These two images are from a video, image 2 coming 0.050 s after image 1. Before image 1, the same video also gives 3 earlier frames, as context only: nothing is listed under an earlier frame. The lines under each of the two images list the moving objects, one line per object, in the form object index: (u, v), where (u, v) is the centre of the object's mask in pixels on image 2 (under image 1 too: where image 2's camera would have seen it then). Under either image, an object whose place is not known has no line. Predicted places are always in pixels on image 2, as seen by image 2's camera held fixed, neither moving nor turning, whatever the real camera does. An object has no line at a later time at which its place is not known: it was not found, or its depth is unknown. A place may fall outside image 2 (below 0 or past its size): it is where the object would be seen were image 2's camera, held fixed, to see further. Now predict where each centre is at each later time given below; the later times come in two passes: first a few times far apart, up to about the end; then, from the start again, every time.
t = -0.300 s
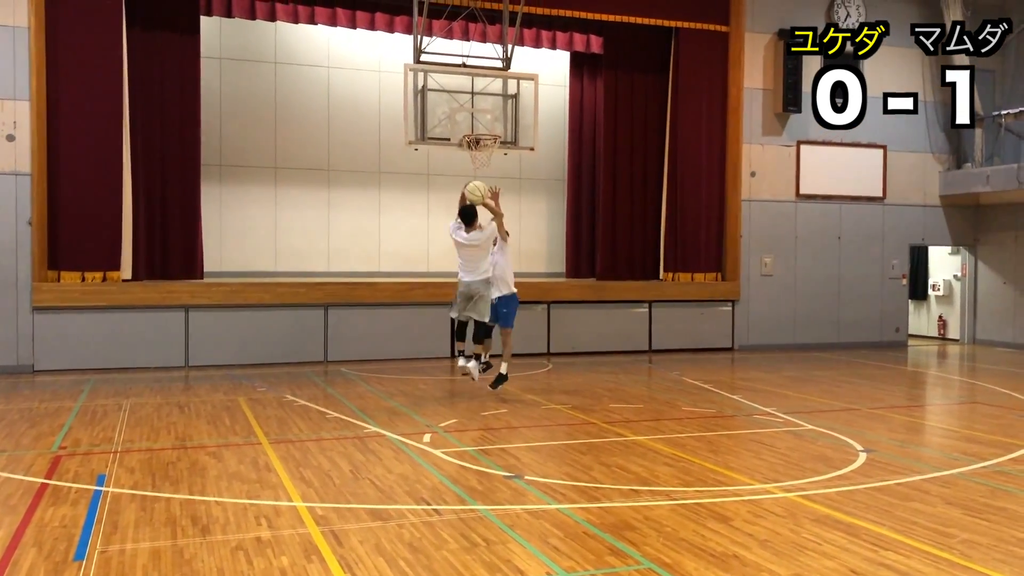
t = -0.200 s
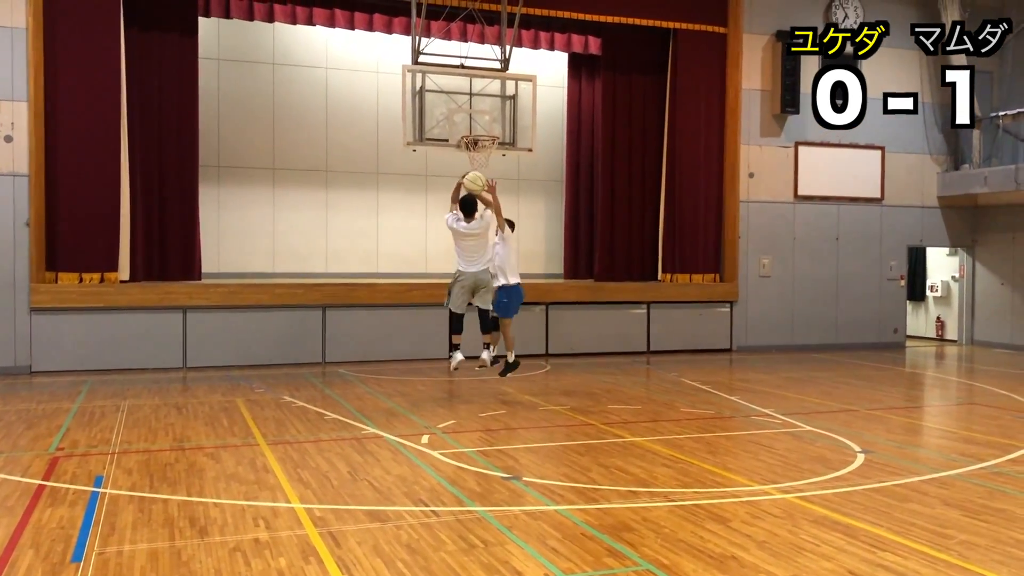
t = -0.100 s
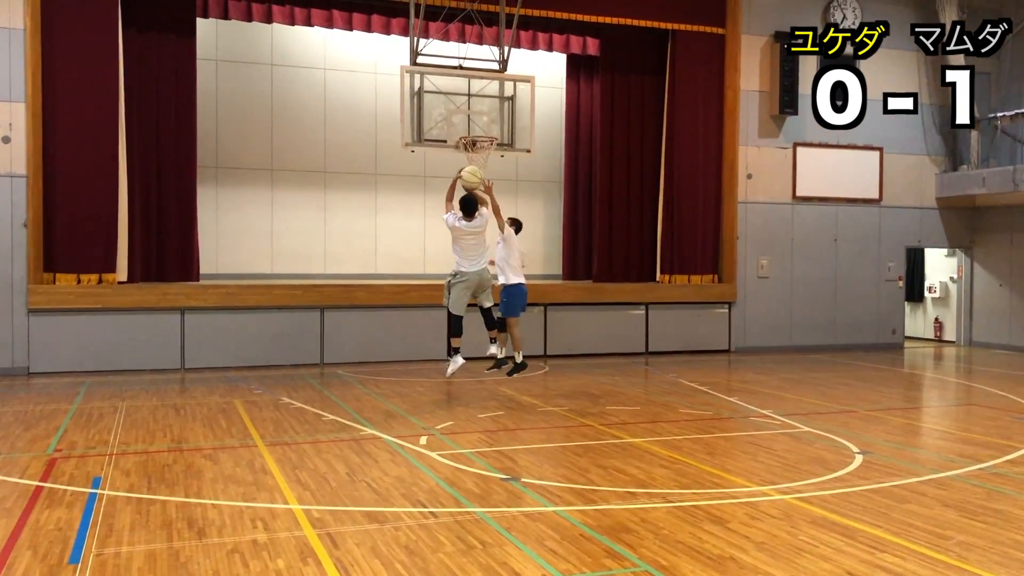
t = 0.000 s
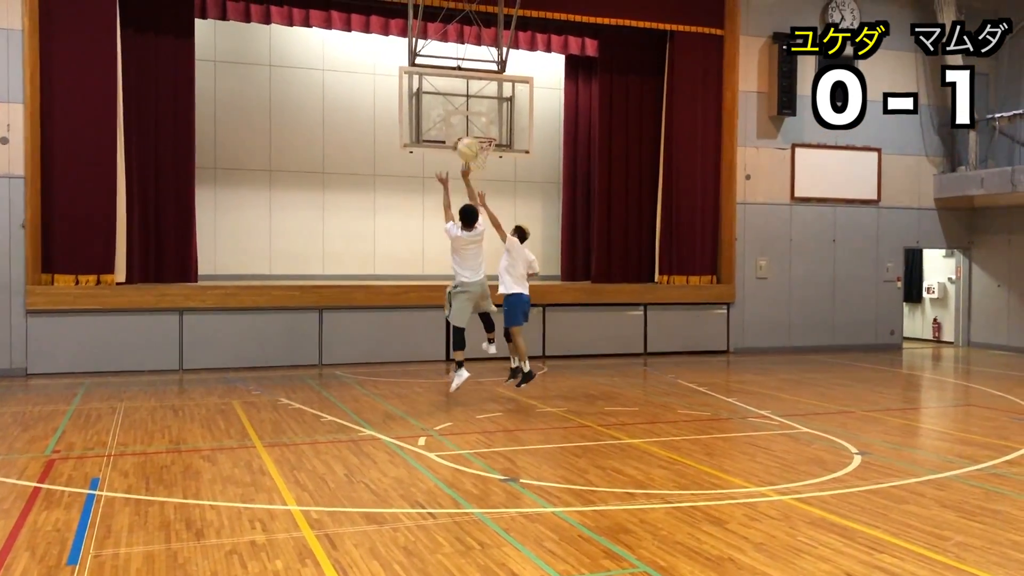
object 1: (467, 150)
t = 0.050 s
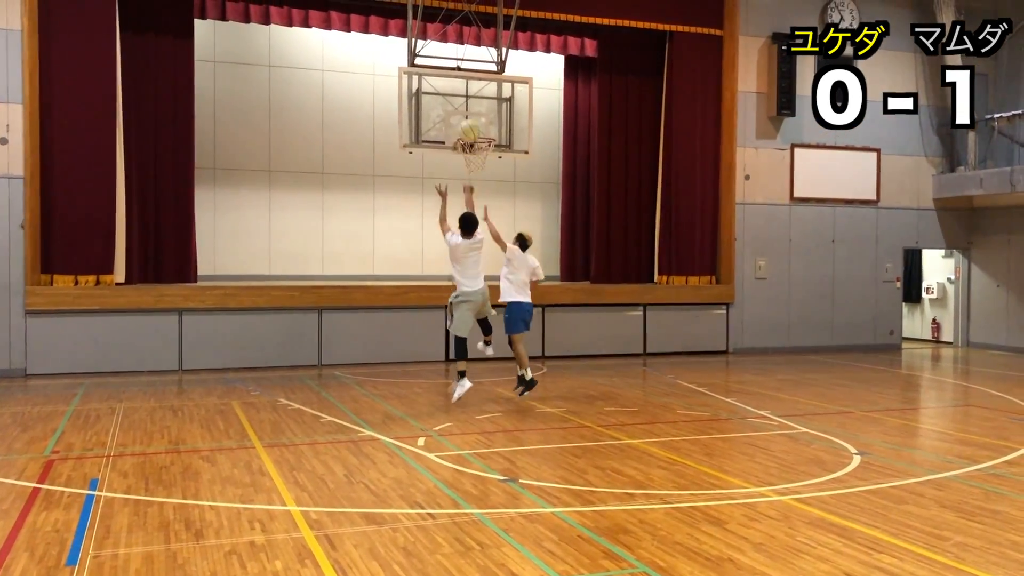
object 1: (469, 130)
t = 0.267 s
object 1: (474, 83)
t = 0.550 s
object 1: (481, 84)
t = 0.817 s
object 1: (483, 128)
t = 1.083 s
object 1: (461, 98)
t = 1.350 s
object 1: (437, 119)
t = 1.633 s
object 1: (412, 205)
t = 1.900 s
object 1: (387, 343)
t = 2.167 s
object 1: (371, 301)
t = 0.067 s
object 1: (471, 126)
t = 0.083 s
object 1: (470, 121)
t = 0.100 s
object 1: (470, 116)
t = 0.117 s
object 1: (471, 112)
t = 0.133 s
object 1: (472, 107)
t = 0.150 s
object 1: (472, 104)
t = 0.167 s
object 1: (472, 100)
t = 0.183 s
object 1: (473, 97)
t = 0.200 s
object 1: (473, 94)
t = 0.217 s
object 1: (473, 90)
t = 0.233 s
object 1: (473, 87)
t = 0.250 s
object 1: (474, 85)
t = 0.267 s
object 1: (474, 83)
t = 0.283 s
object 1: (475, 81)
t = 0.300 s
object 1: (475, 79)
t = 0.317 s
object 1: (475, 78)
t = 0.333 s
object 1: (476, 77)
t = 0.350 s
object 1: (476, 77)
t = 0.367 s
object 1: (476, 76)
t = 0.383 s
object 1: (477, 76)
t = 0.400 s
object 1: (477, 75)
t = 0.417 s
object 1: (478, 76)
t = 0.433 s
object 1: (478, 76)
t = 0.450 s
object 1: (479, 77)
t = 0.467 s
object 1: (479, 78)
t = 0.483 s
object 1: (479, 78)
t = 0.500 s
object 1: (480, 79)
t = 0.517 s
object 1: (480, 81)
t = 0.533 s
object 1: (480, 83)
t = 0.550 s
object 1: (481, 84)
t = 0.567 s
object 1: (481, 87)
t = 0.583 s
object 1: (482, 89)
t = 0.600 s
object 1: (482, 93)
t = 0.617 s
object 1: (482, 95)
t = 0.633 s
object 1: (482, 98)
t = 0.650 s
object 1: (483, 101)
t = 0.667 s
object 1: (483, 104)
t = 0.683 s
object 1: (484, 108)
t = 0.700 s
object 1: (484, 112)
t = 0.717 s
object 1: (484, 115)
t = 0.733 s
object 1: (485, 119)
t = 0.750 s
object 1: (485, 123)
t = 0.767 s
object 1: (485, 127)
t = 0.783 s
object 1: (485, 130)
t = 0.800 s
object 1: (485, 129)
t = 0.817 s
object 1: (483, 128)
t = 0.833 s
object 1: (482, 125)
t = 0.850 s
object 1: (481, 122)
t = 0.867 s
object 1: (479, 119)
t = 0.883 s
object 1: (477, 116)
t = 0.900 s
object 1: (476, 113)
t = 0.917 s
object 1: (475, 111)
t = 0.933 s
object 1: (474, 108)
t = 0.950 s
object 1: (472, 106)
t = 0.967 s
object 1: (471, 104)
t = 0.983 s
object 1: (469, 102)
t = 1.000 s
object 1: (468, 101)
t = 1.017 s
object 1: (466, 100)
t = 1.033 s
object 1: (465, 99)
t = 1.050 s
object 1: (464, 98)
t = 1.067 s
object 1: (462, 97)
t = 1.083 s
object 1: (461, 98)
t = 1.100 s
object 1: (459, 97)
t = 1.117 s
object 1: (458, 97)
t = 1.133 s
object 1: (456, 97)
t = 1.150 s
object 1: (455, 97)
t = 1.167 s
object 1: (453, 98)
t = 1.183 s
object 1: (452, 99)
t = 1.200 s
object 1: (450, 100)
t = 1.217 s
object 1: (449, 101)
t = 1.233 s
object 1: (448, 102)
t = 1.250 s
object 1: (446, 104)
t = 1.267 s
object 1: (445, 106)
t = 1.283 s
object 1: (443, 109)
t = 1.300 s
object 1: (441, 111)
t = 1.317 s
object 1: (440, 113)
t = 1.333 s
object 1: (439, 116)
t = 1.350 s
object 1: (437, 119)
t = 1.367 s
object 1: (436, 122)
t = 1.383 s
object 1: (434, 126)
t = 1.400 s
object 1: (433, 129)
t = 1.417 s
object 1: (432, 133)
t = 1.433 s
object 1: (430, 137)
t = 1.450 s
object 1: (428, 141)
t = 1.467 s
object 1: (426, 147)
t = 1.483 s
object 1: (425, 152)
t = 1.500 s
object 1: (423, 157)
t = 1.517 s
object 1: (422, 162)
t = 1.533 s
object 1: (421, 168)
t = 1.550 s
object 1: (419, 173)
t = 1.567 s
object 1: (418, 179)
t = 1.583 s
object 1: (416, 186)
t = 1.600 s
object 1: (414, 192)
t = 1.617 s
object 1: (413, 198)
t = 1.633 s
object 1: (412, 205)
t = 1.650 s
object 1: (410, 212)
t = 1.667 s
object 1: (409, 218)
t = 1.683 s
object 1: (407, 227)
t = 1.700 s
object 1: (406, 234)
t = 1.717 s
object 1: (404, 243)
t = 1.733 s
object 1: (403, 251)
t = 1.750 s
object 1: (402, 259)
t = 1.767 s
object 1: (400, 267)
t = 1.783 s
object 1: (399, 276)
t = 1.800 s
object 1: (397, 286)
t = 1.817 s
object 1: (395, 294)
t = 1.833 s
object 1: (394, 303)
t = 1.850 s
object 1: (392, 313)
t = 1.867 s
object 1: (390, 322)
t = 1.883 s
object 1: (389, 333)
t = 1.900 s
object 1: (387, 343)
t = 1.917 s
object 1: (385, 354)
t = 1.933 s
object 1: (384, 364)
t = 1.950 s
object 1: (382, 376)
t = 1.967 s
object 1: (381, 374)
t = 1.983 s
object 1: (380, 367)
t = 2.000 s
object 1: (379, 360)
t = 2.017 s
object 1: (378, 353)
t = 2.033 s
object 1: (378, 346)
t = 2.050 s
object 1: (377, 339)
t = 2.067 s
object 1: (376, 333)
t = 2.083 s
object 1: (375, 327)
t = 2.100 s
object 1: (374, 322)
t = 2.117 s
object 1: (374, 316)
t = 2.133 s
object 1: (373, 311)
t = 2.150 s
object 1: (372, 305)
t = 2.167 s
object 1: (371, 301)
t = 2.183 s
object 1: (370, 296)
